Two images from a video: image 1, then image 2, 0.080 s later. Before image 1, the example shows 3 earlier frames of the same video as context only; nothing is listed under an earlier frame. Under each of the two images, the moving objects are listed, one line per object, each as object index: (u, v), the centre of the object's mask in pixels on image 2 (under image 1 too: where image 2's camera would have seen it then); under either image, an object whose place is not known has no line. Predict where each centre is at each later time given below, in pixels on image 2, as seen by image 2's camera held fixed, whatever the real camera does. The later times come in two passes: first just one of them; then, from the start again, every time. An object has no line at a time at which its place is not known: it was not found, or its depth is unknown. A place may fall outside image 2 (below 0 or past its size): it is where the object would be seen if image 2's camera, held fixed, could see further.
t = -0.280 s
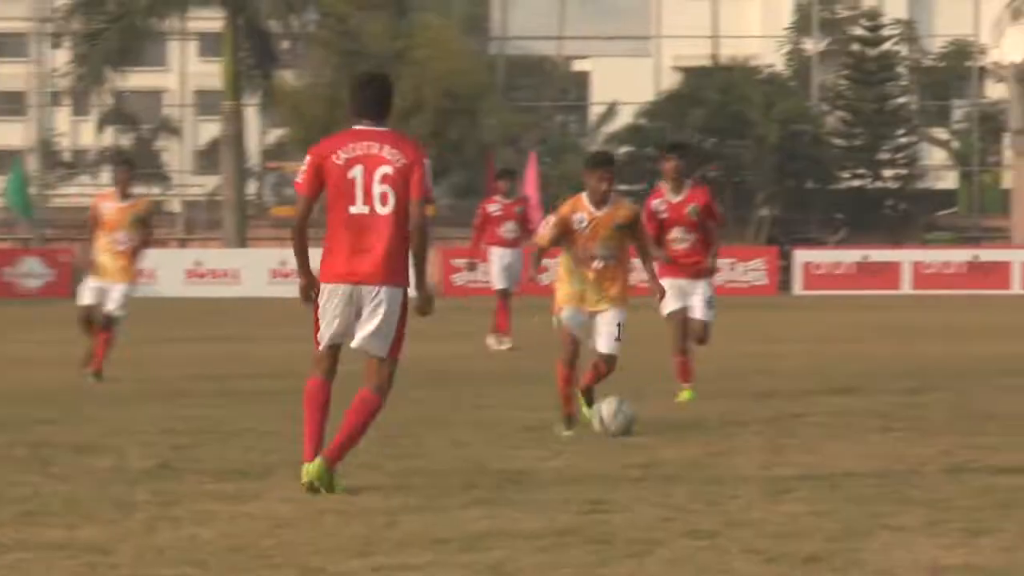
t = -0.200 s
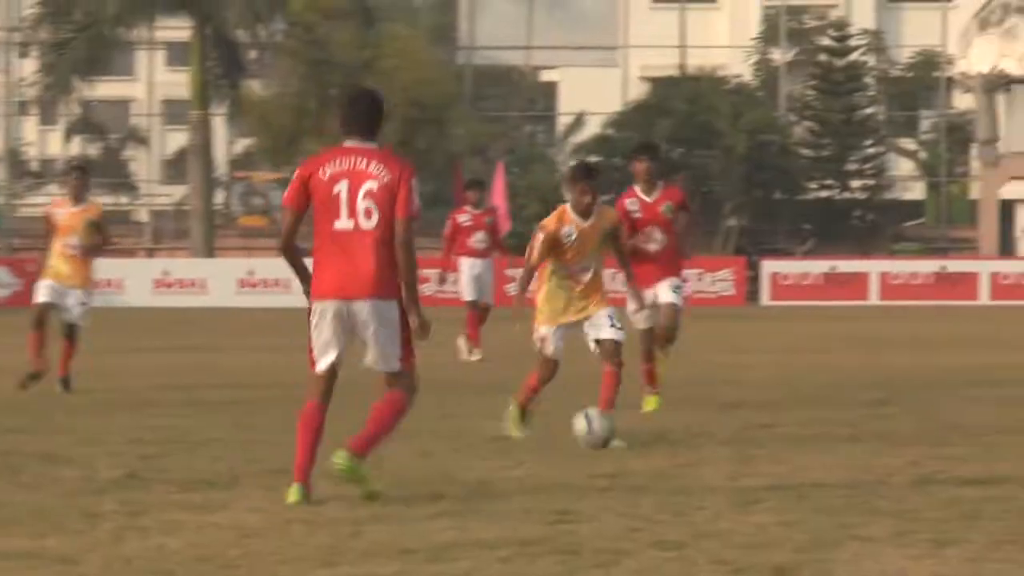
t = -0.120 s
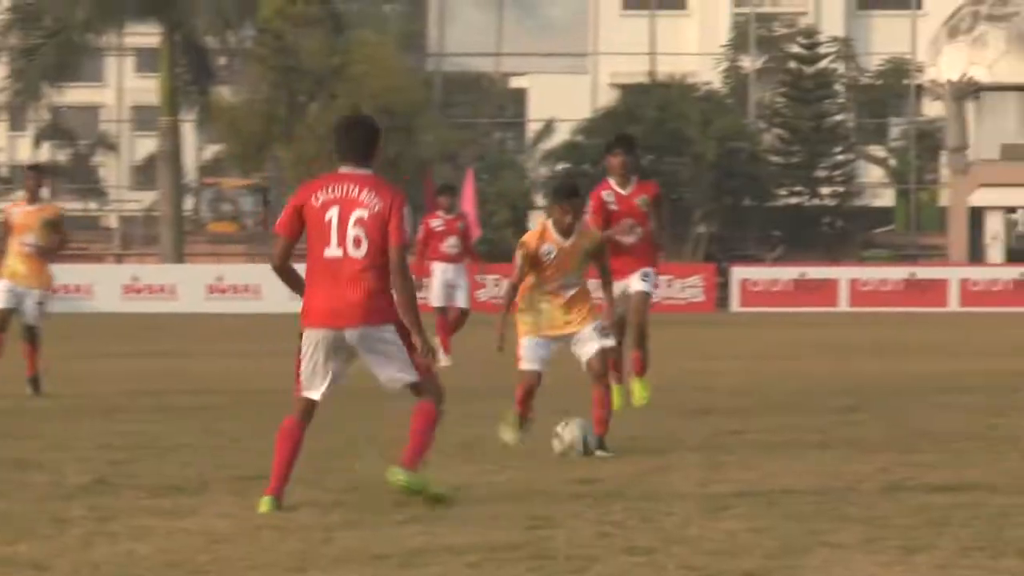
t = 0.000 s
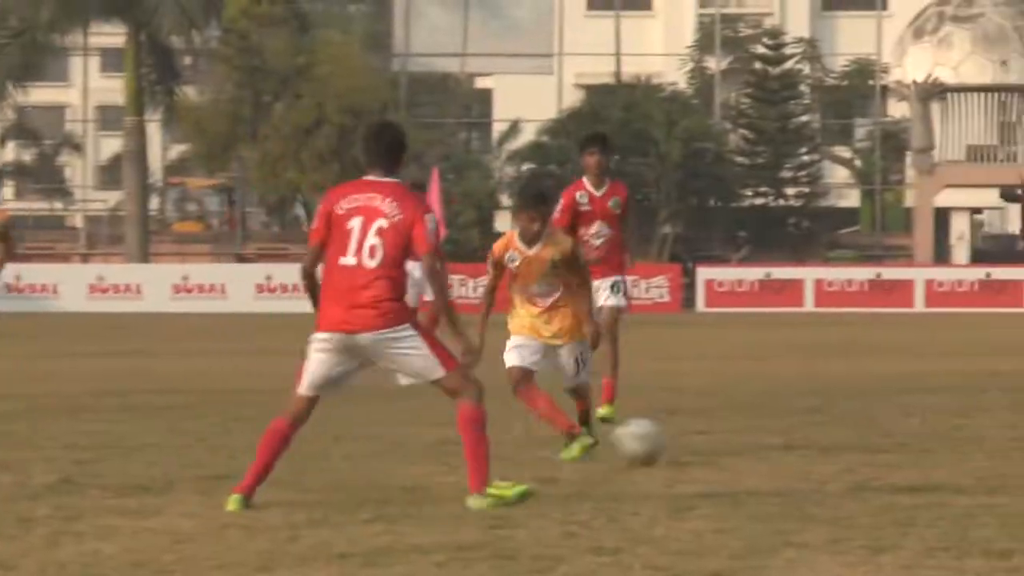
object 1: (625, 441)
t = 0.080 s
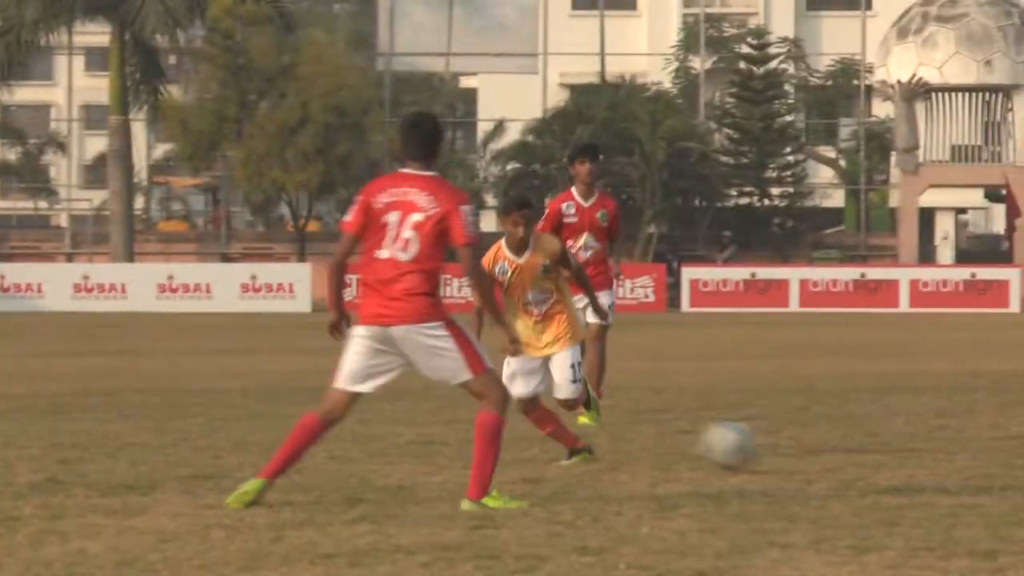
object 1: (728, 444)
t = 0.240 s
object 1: (948, 466)
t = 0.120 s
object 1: (784, 452)
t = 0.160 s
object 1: (842, 462)
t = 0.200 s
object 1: (894, 463)
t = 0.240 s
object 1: (948, 466)
